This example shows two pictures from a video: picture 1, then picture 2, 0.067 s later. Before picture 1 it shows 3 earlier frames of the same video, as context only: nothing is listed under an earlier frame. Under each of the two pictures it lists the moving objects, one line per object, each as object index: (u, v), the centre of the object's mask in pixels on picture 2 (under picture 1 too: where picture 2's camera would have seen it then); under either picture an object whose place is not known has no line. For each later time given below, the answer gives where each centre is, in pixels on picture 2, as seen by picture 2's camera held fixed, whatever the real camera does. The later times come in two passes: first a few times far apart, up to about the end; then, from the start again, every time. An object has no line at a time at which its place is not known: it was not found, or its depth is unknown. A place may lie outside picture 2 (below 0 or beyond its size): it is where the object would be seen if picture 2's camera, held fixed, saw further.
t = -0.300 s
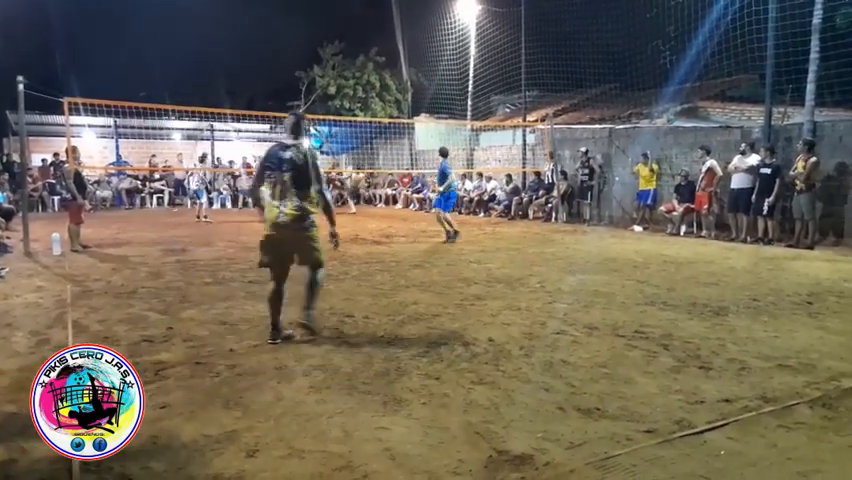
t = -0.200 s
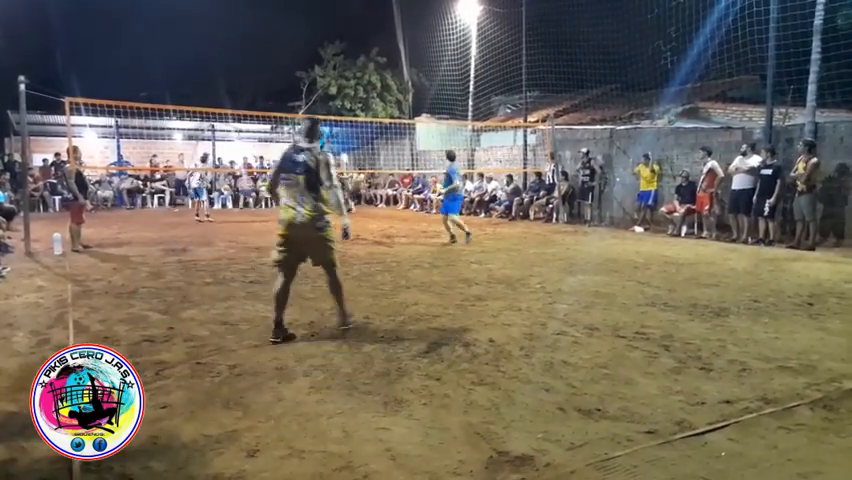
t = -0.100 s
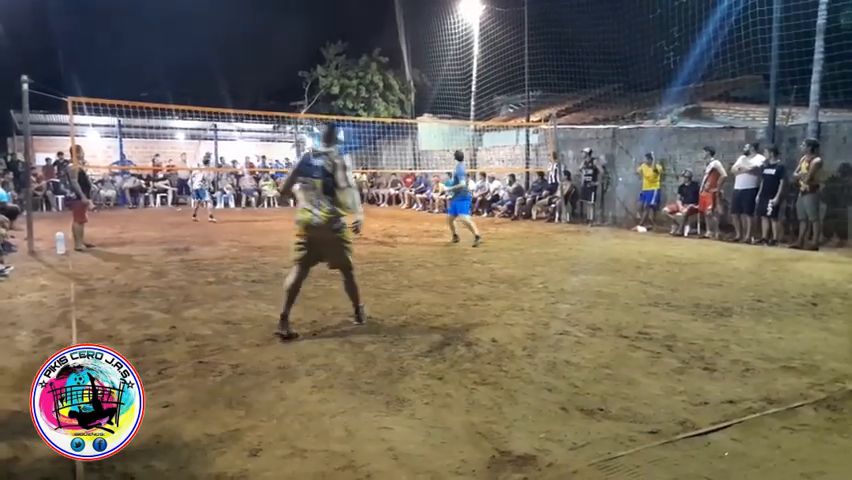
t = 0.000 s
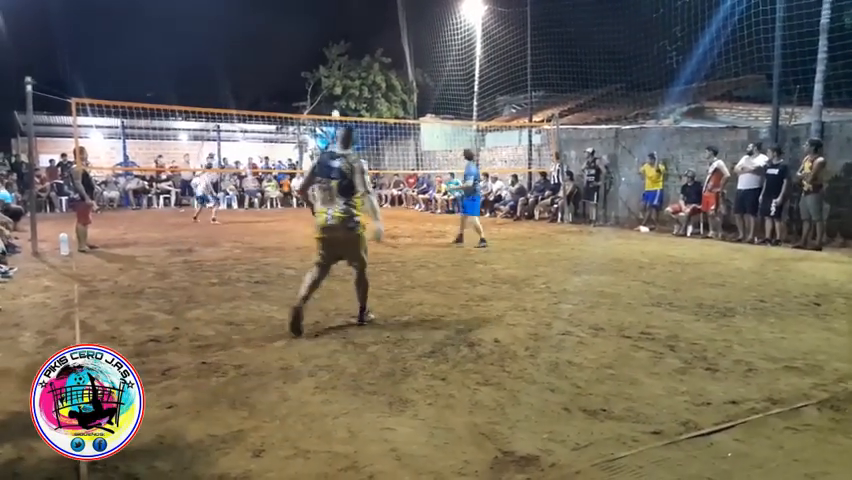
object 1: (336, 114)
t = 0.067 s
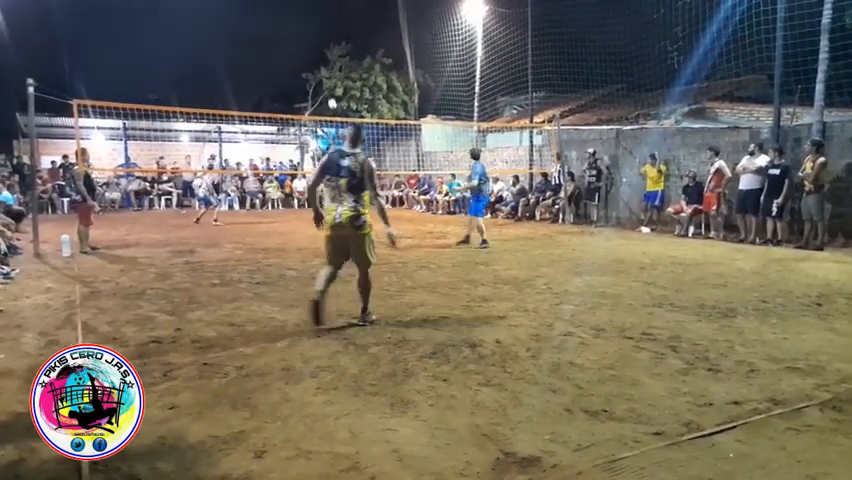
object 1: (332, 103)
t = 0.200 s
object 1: (322, 82)
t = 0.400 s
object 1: (305, 60)
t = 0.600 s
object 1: (288, 52)
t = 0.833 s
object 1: (265, 63)
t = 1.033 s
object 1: (245, 93)
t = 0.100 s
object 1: (329, 98)
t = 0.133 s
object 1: (327, 92)
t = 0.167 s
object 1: (324, 87)
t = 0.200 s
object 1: (322, 82)
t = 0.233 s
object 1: (319, 78)
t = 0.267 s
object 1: (316, 74)
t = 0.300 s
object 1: (314, 69)
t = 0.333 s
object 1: (311, 66)
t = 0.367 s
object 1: (308, 62)
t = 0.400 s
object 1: (305, 60)
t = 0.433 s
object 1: (303, 58)
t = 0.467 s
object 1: (300, 56)
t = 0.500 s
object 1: (297, 54)
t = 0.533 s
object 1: (294, 53)
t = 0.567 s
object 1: (291, 52)
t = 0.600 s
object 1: (288, 52)
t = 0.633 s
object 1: (285, 52)
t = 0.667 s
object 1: (282, 53)
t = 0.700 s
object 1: (279, 54)
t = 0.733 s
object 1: (275, 56)
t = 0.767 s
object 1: (272, 57)
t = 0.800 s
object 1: (268, 59)
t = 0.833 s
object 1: (265, 63)
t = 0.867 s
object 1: (262, 66)
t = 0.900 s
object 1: (259, 71)
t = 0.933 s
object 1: (255, 75)
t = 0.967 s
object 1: (252, 81)
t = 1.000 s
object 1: (249, 86)
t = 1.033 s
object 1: (245, 93)
